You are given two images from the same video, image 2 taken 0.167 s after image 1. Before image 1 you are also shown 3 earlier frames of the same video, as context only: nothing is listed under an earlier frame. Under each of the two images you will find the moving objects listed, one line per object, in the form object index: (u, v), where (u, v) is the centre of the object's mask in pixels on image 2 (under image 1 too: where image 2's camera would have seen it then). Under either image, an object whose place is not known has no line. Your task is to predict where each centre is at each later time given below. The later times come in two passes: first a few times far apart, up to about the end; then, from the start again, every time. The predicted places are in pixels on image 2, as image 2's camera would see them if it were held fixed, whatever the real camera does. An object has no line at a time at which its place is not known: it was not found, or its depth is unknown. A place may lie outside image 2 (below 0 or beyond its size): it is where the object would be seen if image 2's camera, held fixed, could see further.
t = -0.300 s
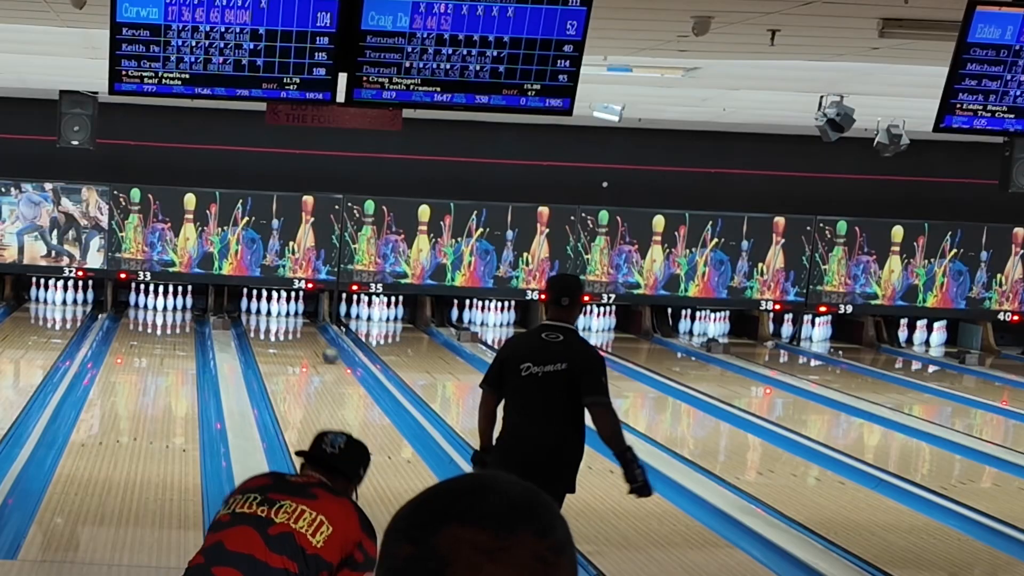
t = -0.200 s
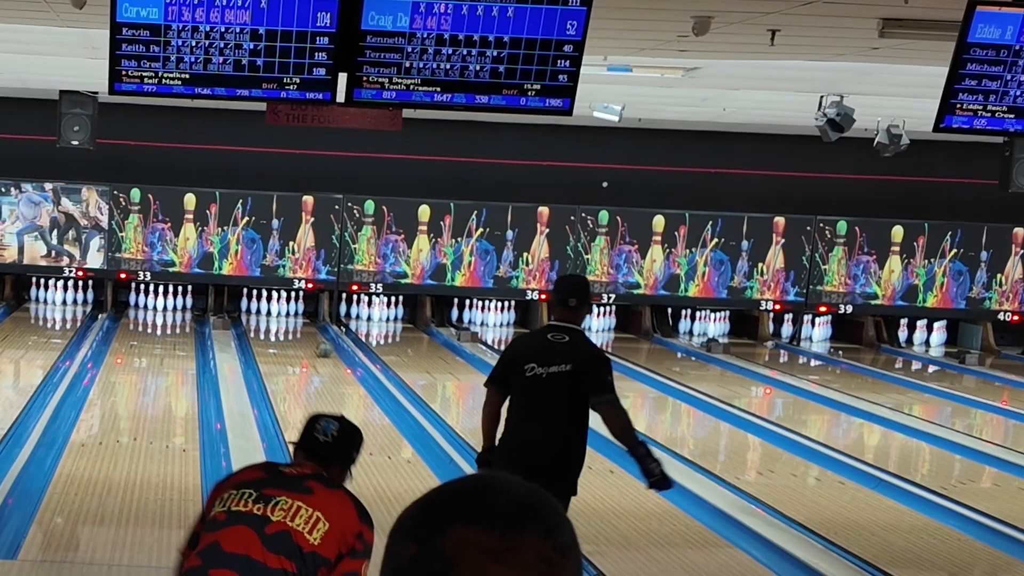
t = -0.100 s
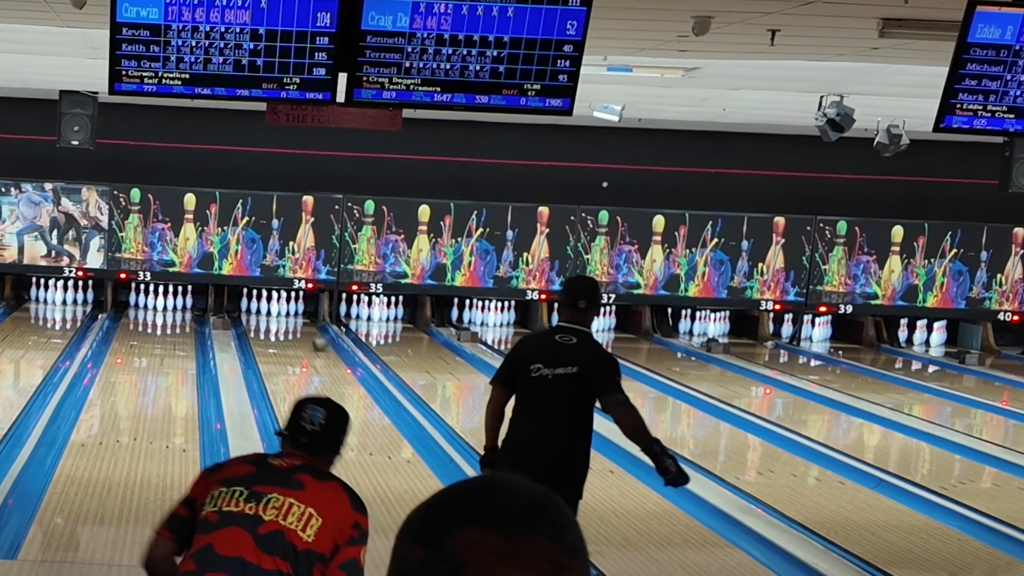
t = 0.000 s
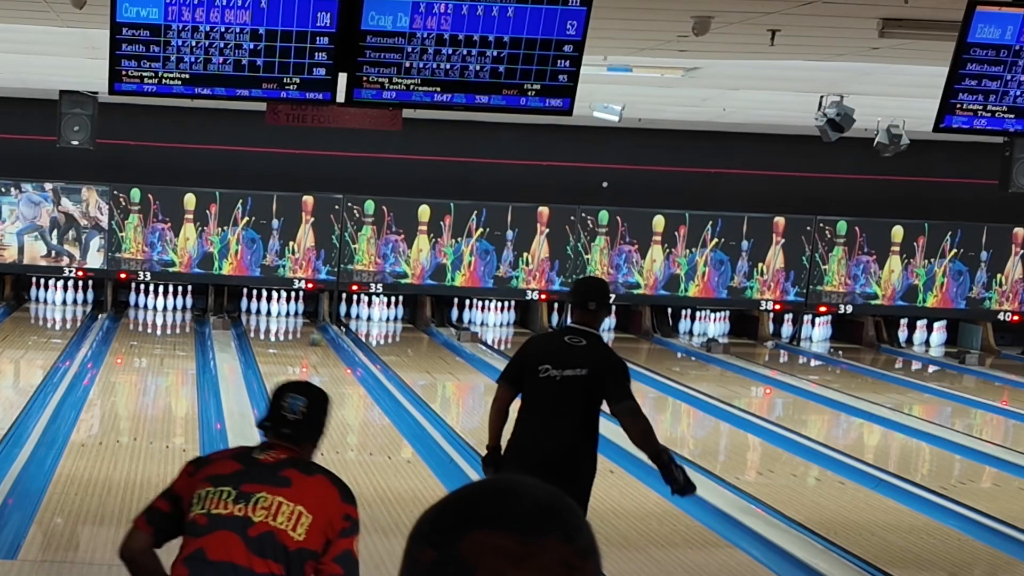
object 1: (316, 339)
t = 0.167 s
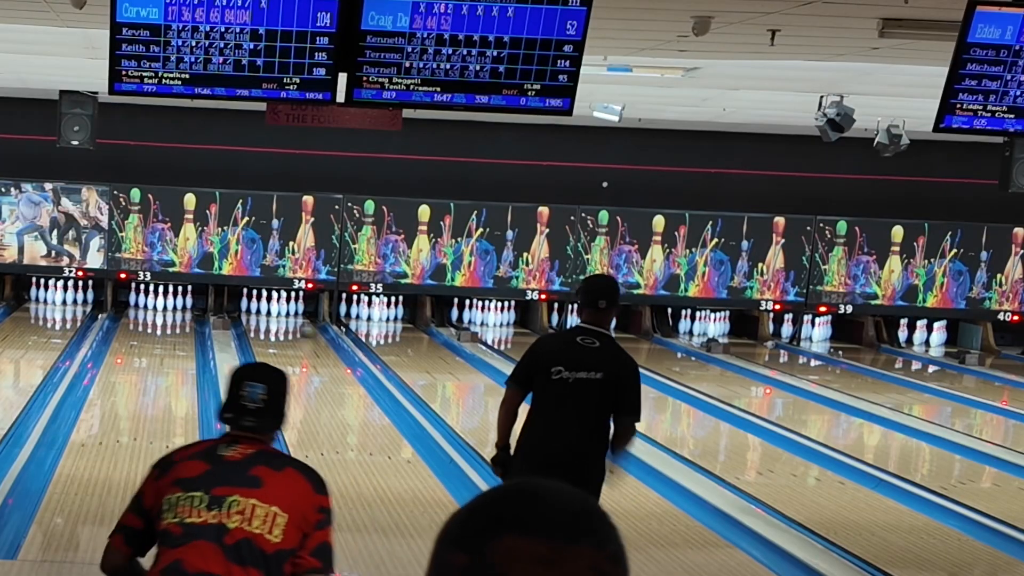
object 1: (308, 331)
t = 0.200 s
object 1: (306, 329)
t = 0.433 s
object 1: (293, 320)
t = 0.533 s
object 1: (287, 316)
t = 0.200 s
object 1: (306, 329)
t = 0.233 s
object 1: (303, 327)
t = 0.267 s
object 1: (301, 325)
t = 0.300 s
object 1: (302, 324)
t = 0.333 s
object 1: (298, 323)
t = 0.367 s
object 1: (296, 322)
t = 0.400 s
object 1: (294, 321)
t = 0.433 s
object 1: (293, 320)
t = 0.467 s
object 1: (291, 318)
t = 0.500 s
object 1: (288, 317)
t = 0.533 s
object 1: (287, 316)
